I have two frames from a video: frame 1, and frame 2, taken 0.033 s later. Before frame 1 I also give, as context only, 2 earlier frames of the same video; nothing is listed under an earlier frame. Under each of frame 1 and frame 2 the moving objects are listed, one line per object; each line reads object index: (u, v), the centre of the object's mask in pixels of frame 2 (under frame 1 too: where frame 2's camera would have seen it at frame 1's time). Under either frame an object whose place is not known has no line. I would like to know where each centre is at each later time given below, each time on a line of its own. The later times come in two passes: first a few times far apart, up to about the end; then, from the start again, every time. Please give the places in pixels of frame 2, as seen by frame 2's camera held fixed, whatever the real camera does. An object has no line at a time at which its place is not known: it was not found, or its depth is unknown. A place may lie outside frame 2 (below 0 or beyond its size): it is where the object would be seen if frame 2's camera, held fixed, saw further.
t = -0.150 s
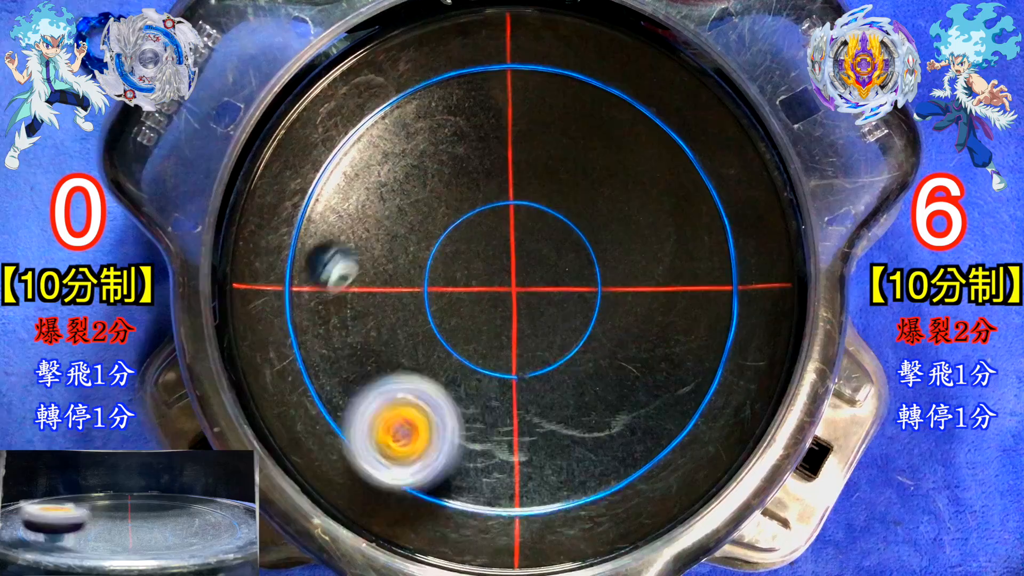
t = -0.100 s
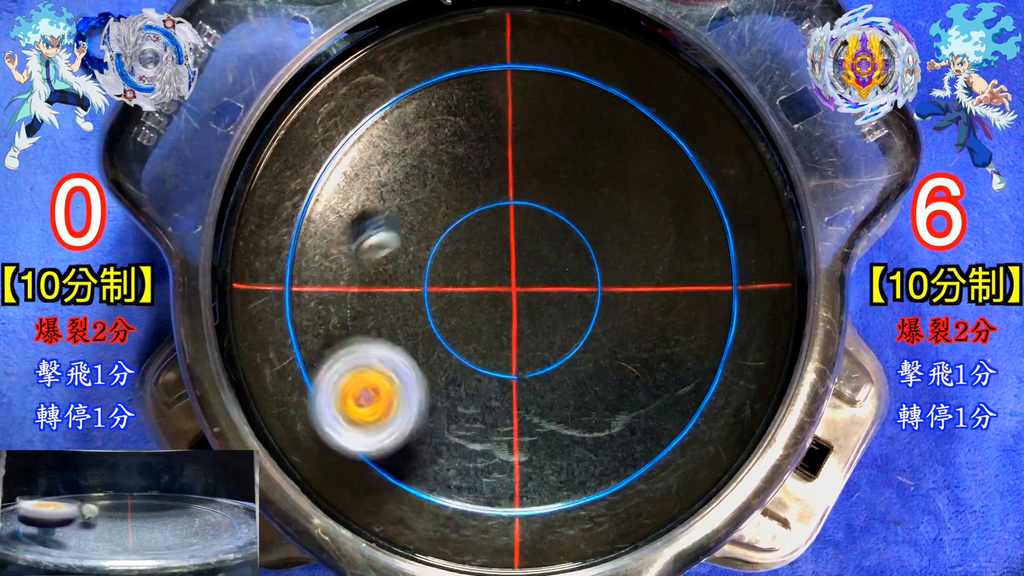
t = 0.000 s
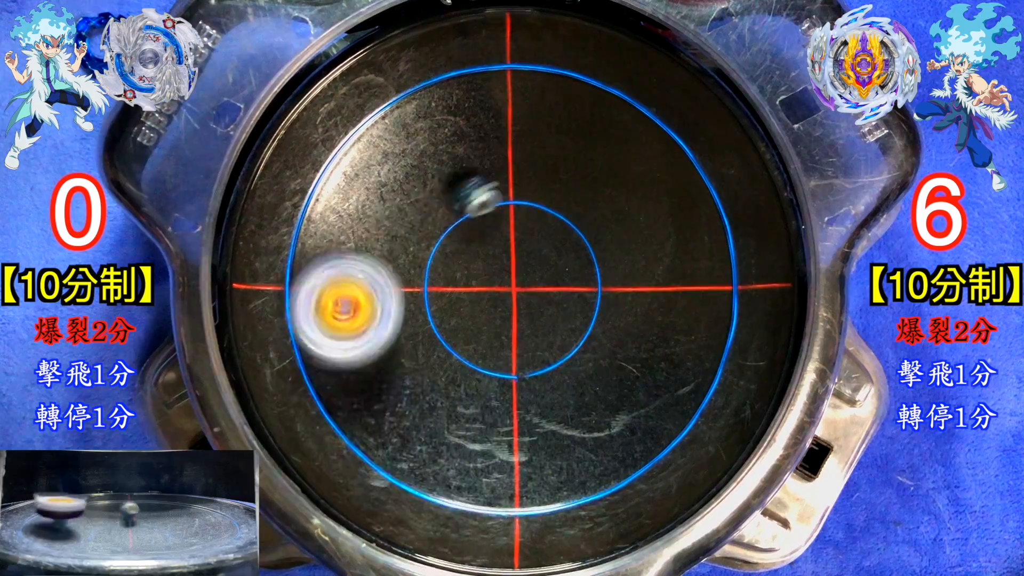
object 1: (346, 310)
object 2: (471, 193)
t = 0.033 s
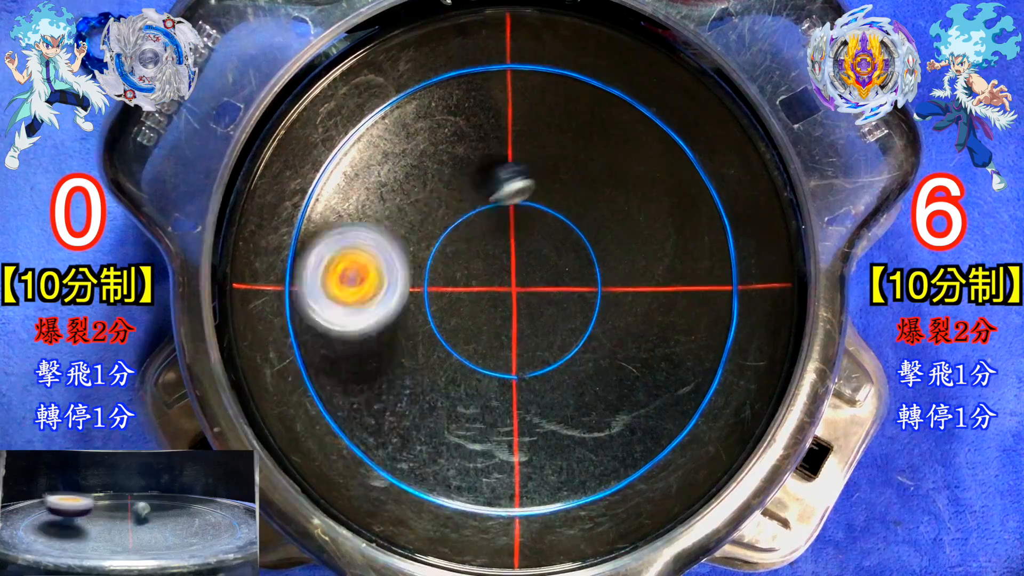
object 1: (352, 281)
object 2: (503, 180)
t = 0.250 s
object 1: (523, 180)
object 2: (637, 135)
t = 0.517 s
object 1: (644, 369)
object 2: (565, 160)
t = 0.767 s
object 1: (453, 415)
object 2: (448, 264)
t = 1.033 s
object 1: (438, 257)
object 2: (272, 311)
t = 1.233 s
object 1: (545, 214)
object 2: (670, 502)
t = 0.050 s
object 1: (359, 266)
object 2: (523, 177)
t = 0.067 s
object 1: (367, 253)
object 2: (538, 174)
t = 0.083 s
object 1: (375, 239)
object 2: (552, 169)
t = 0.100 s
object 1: (387, 227)
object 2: (566, 165)
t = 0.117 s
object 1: (398, 216)
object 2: (578, 161)
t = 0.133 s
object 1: (411, 207)
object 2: (589, 157)
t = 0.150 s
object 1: (424, 200)
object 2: (600, 154)
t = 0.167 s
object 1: (441, 193)
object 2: (609, 149)
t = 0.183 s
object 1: (453, 186)
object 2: (618, 146)
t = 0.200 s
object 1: (473, 183)
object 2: (624, 143)
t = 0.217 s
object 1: (490, 181)
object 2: (629, 140)
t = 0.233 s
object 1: (506, 180)
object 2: (634, 137)
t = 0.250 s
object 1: (523, 180)
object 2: (637, 135)
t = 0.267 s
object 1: (541, 183)
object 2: (640, 134)
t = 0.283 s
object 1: (556, 188)
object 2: (641, 133)
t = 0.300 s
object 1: (570, 194)
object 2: (641, 133)
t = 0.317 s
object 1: (582, 201)
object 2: (640, 134)
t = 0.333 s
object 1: (596, 209)
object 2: (638, 136)
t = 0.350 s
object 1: (609, 221)
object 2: (633, 137)
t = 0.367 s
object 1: (620, 234)
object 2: (632, 137)
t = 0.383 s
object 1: (629, 247)
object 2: (623, 139)
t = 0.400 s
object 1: (639, 260)
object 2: (617, 142)
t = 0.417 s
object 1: (646, 276)
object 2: (612, 142)
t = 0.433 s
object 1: (650, 293)
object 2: (605, 144)
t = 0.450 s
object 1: (653, 309)
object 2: (596, 146)
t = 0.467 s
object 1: (653, 323)
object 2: (588, 150)
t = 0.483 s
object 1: (653, 339)
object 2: (580, 152)
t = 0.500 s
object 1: (650, 355)
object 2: (572, 156)
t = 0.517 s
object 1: (644, 369)
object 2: (565, 160)
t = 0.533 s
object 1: (638, 382)
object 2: (557, 166)
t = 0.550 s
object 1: (630, 394)
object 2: (547, 171)
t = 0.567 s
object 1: (621, 405)
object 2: (540, 177)
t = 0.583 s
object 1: (609, 415)
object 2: (531, 183)
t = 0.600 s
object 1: (597, 422)
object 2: (522, 190)
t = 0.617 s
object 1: (584, 429)
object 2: (518, 198)
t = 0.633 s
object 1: (572, 435)
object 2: (510, 207)
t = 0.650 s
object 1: (556, 438)
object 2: (503, 216)
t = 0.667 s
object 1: (541, 439)
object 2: (495, 224)
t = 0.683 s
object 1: (526, 440)
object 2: (488, 232)
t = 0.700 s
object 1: (510, 438)
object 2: (477, 239)
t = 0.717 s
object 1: (495, 435)
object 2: (470, 245)
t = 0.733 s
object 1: (480, 429)
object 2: (462, 252)
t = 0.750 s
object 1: (467, 423)
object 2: (455, 256)
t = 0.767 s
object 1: (453, 415)
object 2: (448, 264)
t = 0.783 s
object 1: (443, 406)
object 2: (440, 268)
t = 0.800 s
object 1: (434, 395)
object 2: (431, 273)
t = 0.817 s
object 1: (425, 384)
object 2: (428, 283)
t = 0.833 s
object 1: (418, 372)
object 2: (421, 289)
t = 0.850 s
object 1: (414, 363)
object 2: (405, 265)
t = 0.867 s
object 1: (413, 357)
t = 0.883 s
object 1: (413, 349)
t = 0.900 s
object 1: (413, 340)
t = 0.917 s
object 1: (414, 330)
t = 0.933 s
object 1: (416, 319)
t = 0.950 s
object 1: (417, 308)
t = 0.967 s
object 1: (420, 296)
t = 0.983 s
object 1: (423, 286)
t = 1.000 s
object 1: (428, 275)
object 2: (227, 258)
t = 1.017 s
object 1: (433, 265)
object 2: (236, 280)
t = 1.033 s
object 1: (438, 257)
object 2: (272, 311)
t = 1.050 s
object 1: (445, 249)
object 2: (307, 342)
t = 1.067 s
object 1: (451, 242)
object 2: (334, 368)
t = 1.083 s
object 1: (458, 235)
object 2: (365, 393)
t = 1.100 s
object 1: (466, 231)
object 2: (401, 419)
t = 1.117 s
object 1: (473, 227)
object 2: (425, 438)
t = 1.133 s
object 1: (481, 224)
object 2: (463, 454)
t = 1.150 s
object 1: (490, 220)
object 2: (493, 472)
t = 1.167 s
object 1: (501, 217)
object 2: (537, 479)
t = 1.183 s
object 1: (513, 215)
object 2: (564, 480)
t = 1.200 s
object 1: (524, 213)
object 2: (605, 487)
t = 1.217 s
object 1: (535, 213)
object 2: (643, 501)
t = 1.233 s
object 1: (545, 214)
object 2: (670, 502)
